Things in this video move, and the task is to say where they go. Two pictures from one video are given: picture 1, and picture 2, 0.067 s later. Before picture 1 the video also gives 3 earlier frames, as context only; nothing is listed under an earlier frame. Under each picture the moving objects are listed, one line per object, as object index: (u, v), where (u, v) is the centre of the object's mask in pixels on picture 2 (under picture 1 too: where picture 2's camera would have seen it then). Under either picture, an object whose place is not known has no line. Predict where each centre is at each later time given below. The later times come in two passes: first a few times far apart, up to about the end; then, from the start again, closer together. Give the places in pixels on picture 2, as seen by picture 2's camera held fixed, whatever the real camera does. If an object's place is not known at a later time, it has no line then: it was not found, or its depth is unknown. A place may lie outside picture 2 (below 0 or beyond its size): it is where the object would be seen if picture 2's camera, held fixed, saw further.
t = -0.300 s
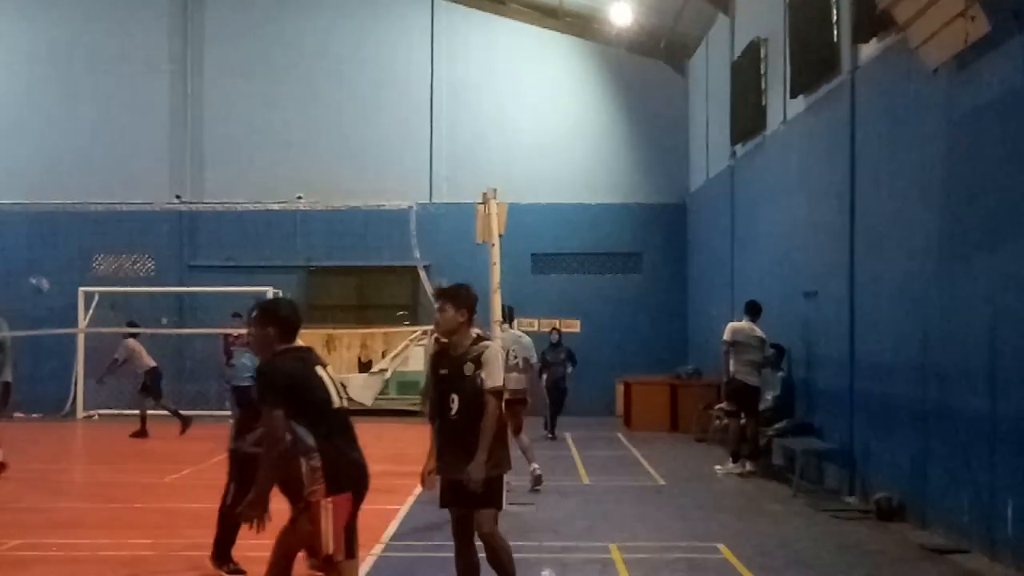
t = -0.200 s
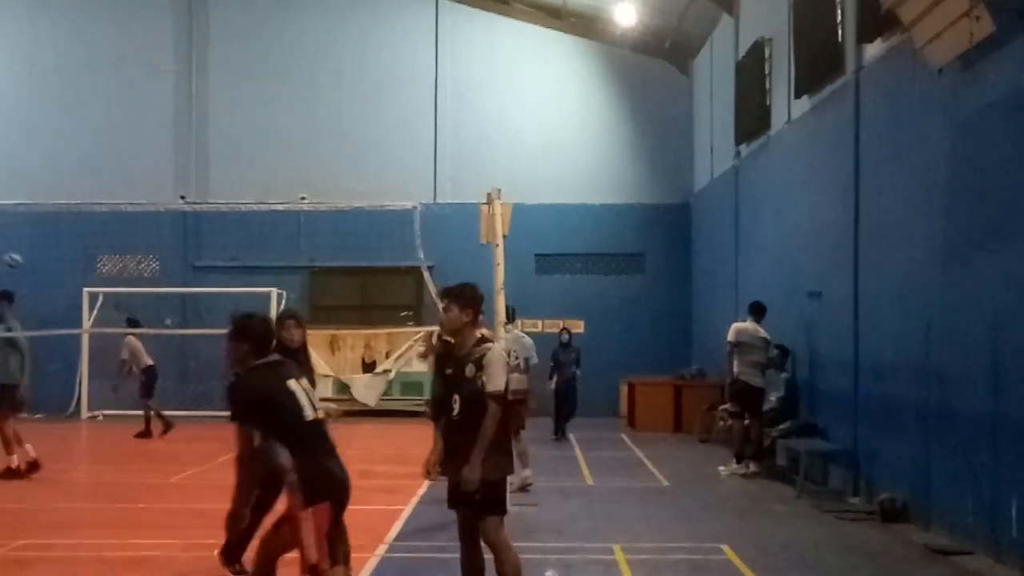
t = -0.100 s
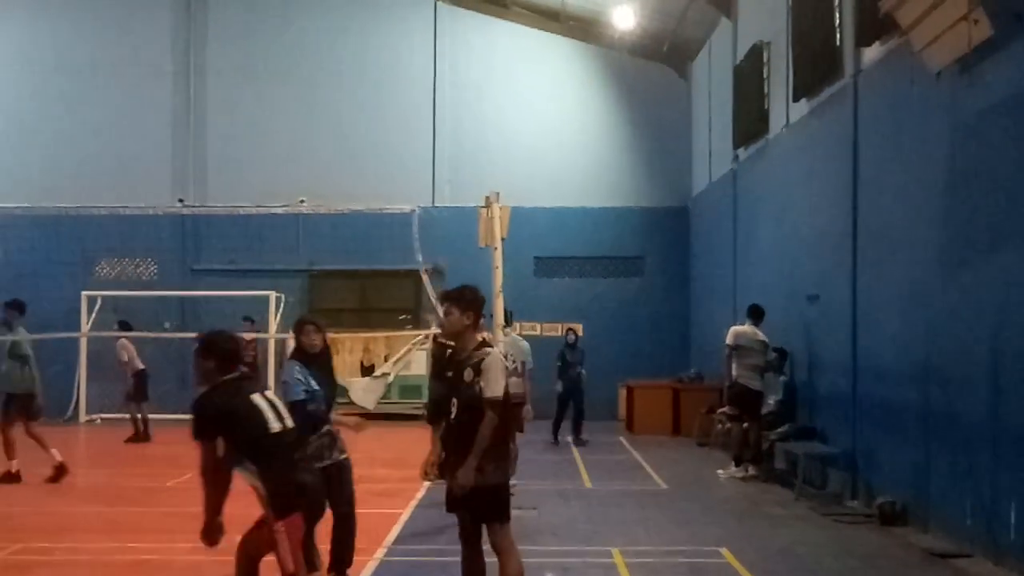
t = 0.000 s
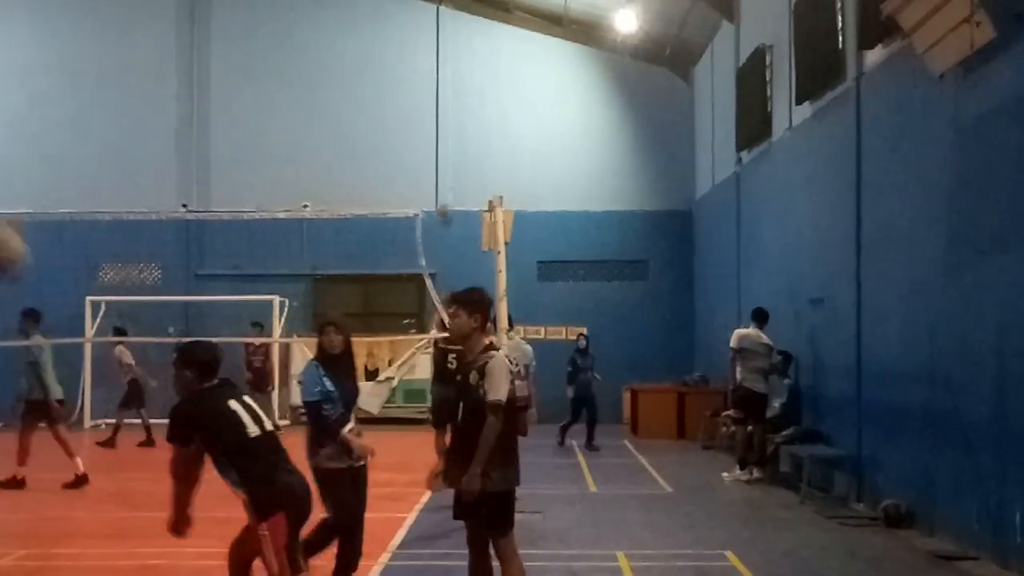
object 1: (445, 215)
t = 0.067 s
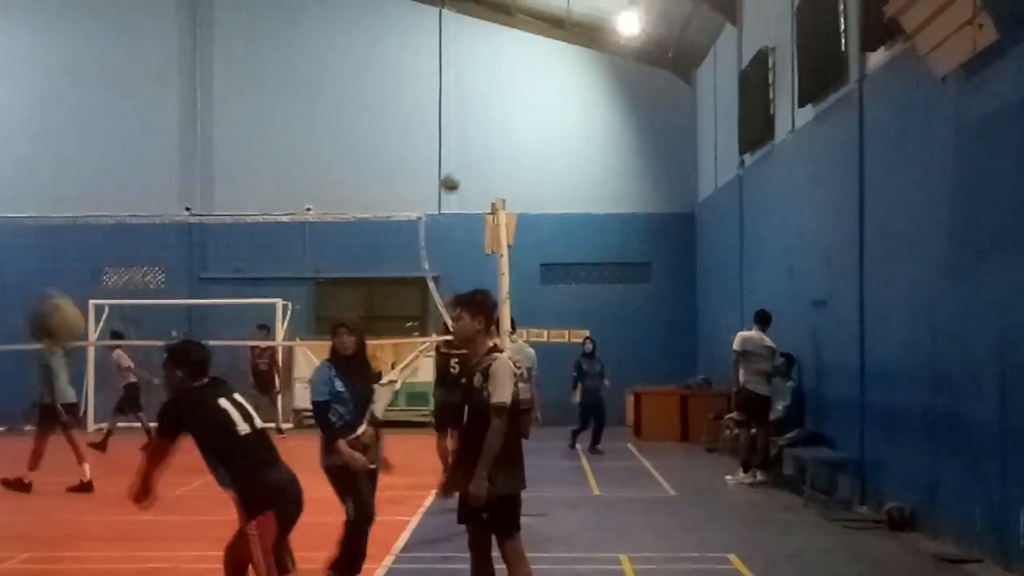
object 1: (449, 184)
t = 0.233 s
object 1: (455, 121)
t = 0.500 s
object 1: (462, 81)
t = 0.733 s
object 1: (469, 92)
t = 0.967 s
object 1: (475, 141)
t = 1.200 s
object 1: (481, 224)
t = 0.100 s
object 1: (451, 169)
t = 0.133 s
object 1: (452, 155)
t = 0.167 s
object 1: (453, 142)
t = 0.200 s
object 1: (454, 131)
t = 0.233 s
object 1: (455, 121)
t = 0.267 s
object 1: (455, 112)
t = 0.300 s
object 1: (456, 105)
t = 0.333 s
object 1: (458, 99)
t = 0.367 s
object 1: (459, 93)
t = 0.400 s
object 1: (460, 89)
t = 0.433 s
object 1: (461, 85)
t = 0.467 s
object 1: (462, 82)
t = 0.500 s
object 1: (462, 81)
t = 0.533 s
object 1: (464, 80)
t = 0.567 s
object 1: (465, 80)
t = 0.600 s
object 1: (465, 81)
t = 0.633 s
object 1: (466, 83)
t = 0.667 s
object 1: (467, 85)
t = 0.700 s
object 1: (468, 89)
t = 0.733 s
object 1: (469, 92)
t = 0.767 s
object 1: (471, 97)
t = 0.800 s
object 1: (471, 103)
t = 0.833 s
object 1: (472, 108)
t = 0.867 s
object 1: (473, 116)
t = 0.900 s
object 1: (474, 123)
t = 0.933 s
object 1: (474, 131)
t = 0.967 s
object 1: (475, 141)
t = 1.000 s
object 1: (476, 150)
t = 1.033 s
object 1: (476, 161)
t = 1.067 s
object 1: (477, 172)
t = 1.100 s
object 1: (477, 182)
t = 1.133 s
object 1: (478, 196)
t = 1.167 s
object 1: (479, 209)
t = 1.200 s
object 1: (481, 224)
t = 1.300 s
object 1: (483, 266)
